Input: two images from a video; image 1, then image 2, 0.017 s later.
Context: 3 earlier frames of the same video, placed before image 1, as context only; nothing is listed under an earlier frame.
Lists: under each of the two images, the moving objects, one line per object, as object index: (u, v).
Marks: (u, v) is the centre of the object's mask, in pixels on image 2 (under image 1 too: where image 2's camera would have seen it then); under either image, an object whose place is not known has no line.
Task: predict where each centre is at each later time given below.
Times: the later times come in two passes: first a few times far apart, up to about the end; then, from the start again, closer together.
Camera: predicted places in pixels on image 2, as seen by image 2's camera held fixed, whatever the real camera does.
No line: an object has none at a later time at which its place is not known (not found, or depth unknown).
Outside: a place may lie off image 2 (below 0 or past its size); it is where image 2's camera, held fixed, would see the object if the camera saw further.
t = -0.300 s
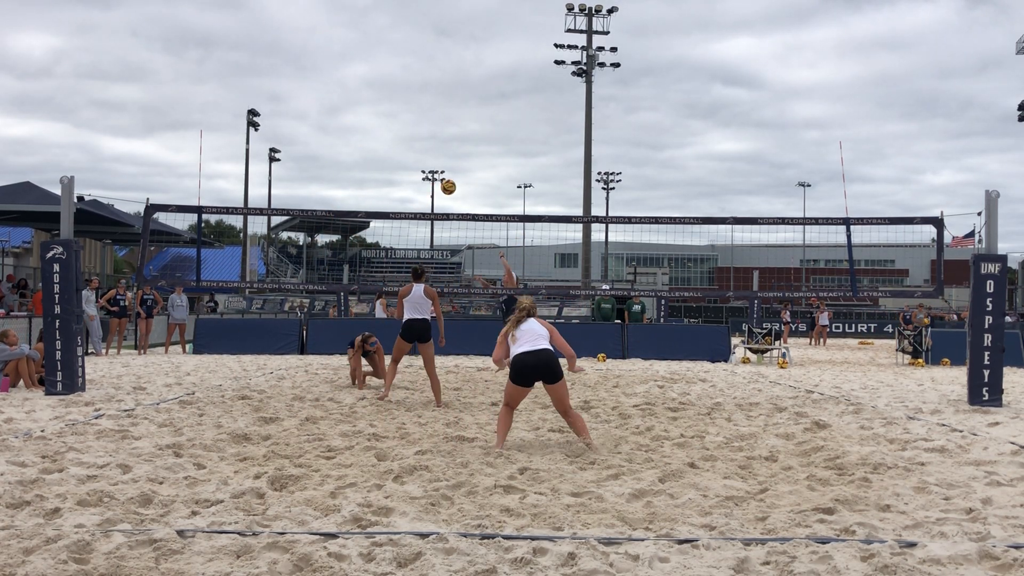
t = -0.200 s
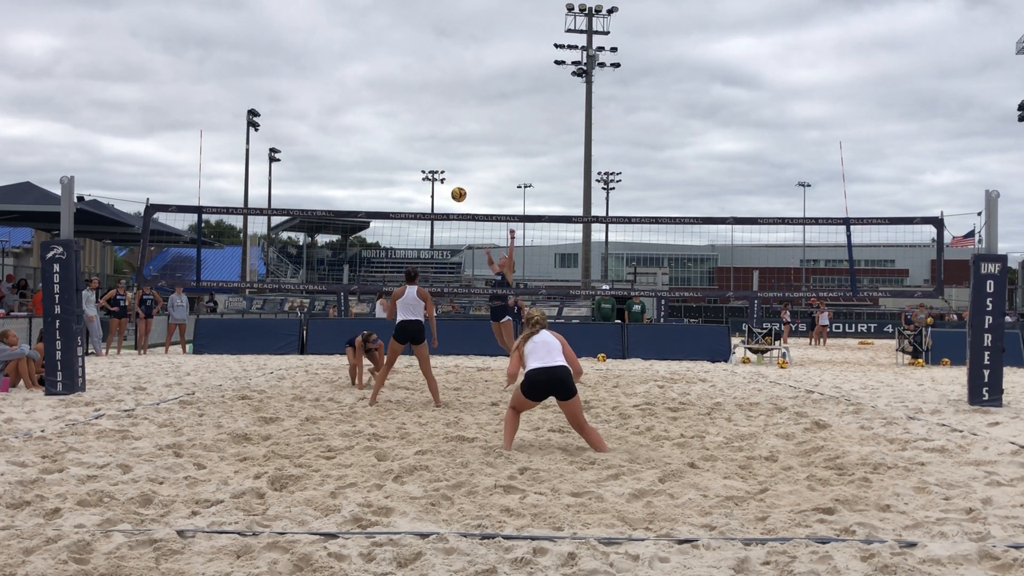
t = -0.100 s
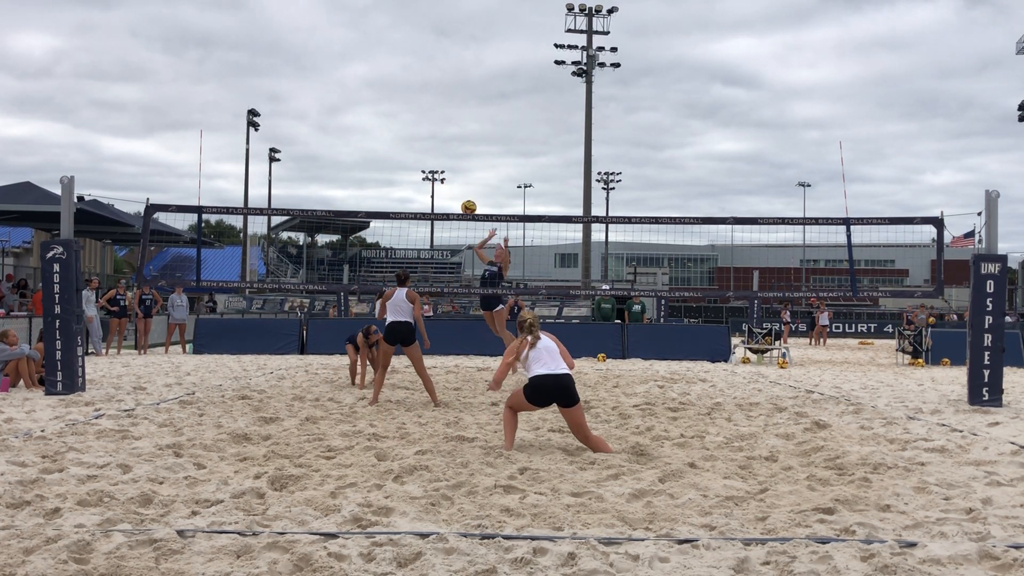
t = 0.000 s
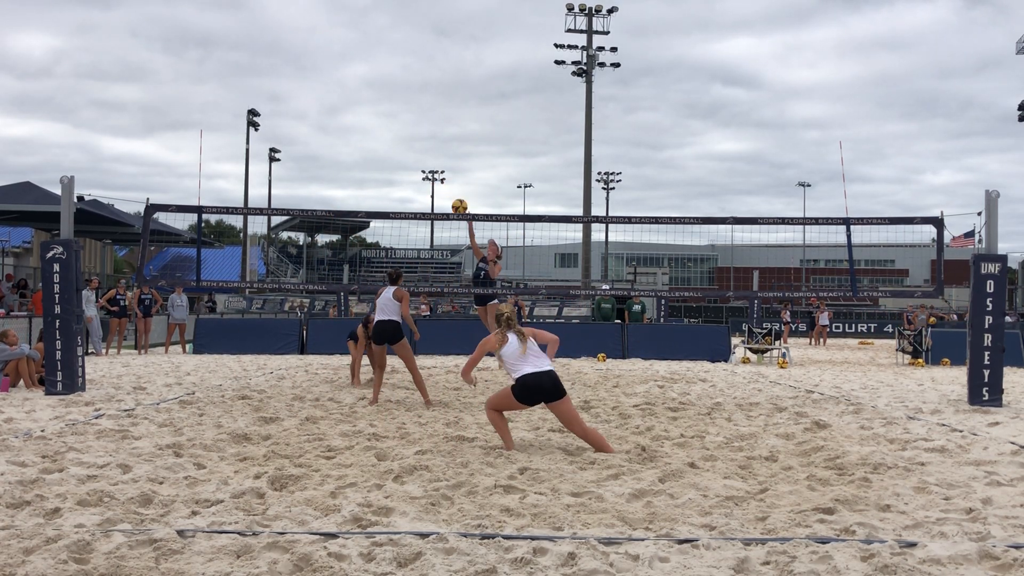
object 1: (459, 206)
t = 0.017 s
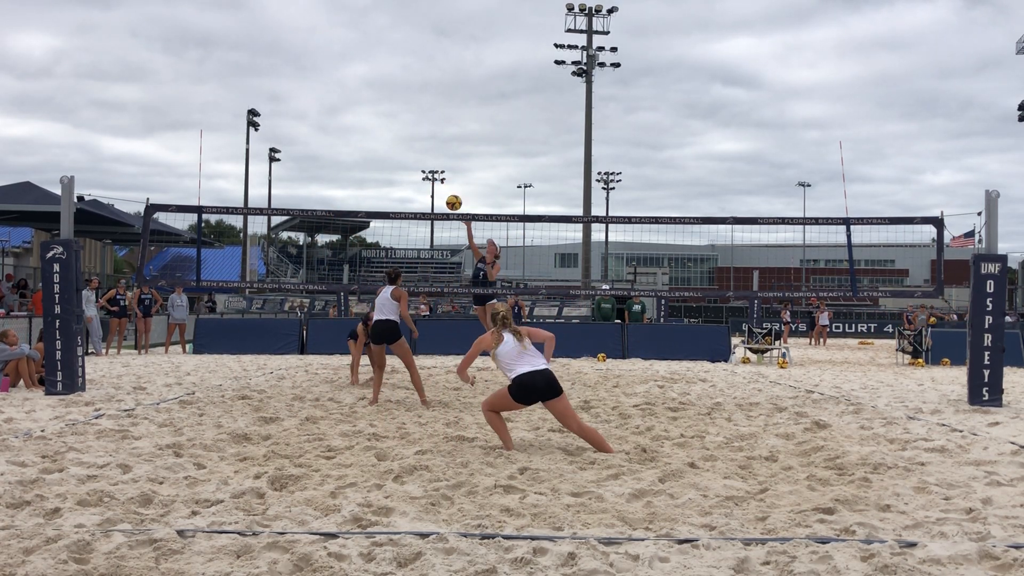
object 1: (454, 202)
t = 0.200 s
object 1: (383, 166)
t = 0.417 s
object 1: (271, 152)
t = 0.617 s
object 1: (129, 184)
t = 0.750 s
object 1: (8, 242)
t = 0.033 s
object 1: (448, 199)
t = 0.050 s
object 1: (442, 195)
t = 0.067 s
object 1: (436, 191)
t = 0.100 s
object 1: (424, 184)
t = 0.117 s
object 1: (418, 181)
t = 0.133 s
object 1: (411, 178)
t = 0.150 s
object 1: (404, 175)
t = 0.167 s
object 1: (397, 172)
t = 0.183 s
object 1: (390, 169)
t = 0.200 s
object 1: (383, 166)
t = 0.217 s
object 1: (376, 164)
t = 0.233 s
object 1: (368, 161)
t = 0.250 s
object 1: (360, 159)
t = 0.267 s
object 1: (352, 157)
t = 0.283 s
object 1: (344, 156)
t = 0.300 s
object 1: (335, 154)
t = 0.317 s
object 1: (327, 153)
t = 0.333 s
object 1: (318, 152)
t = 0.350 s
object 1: (309, 151)
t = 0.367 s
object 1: (299, 151)
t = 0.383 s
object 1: (290, 151)
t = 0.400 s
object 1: (280, 151)
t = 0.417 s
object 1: (271, 152)
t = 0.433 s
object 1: (260, 152)
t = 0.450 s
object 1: (250, 153)
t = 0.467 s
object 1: (239, 154)
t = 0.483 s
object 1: (228, 156)
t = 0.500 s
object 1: (216, 158)
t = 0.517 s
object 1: (205, 160)
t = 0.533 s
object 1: (193, 163)
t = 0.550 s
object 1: (181, 167)
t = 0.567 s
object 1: (169, 170)
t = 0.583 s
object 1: (156, 174)
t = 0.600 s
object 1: (142, 179)
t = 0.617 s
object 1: (129, 184)
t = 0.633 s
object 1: (115, 189)
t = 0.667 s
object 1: (86, 202)
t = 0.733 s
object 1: (21, 233)
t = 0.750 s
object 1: (8, 242)
